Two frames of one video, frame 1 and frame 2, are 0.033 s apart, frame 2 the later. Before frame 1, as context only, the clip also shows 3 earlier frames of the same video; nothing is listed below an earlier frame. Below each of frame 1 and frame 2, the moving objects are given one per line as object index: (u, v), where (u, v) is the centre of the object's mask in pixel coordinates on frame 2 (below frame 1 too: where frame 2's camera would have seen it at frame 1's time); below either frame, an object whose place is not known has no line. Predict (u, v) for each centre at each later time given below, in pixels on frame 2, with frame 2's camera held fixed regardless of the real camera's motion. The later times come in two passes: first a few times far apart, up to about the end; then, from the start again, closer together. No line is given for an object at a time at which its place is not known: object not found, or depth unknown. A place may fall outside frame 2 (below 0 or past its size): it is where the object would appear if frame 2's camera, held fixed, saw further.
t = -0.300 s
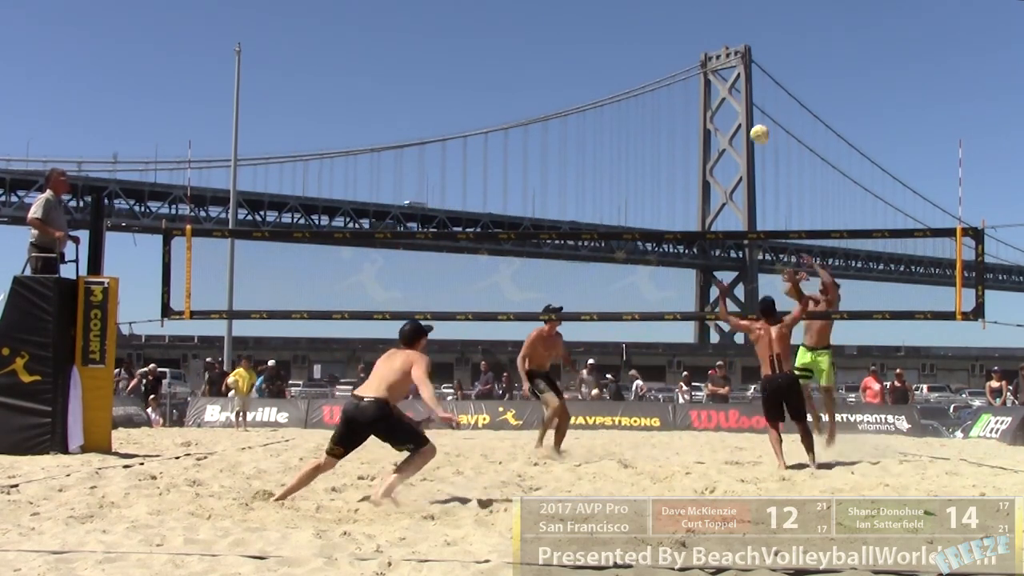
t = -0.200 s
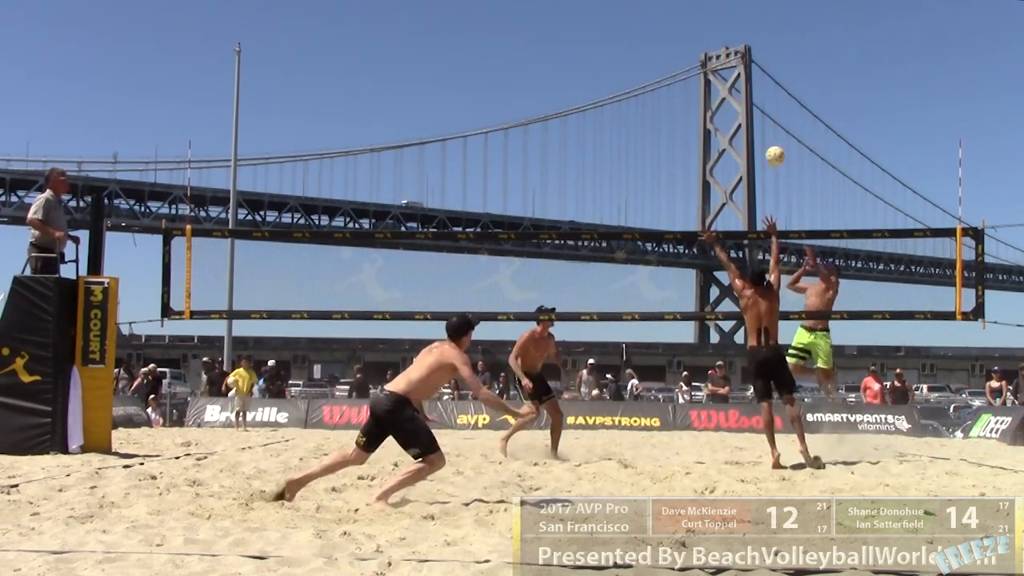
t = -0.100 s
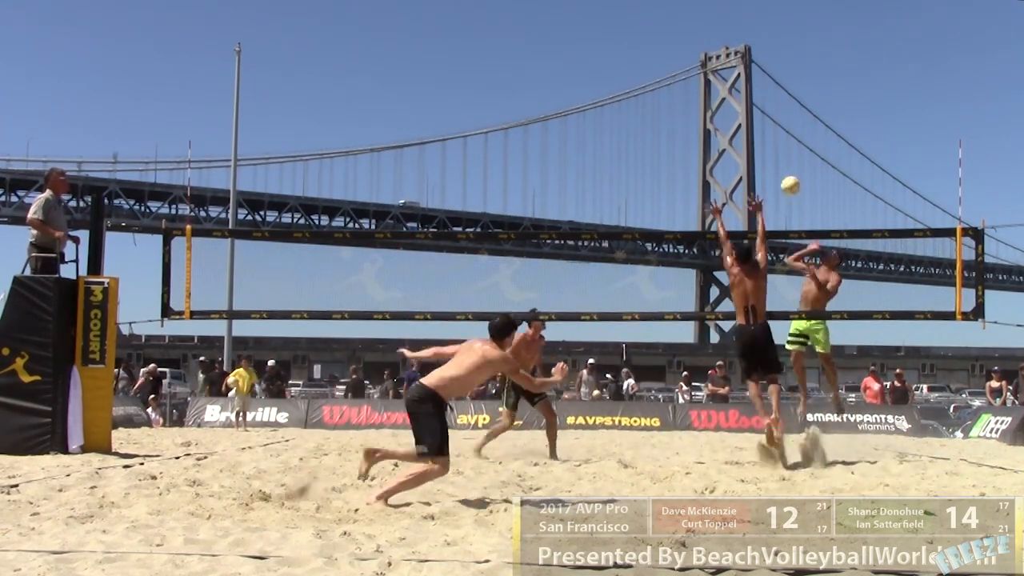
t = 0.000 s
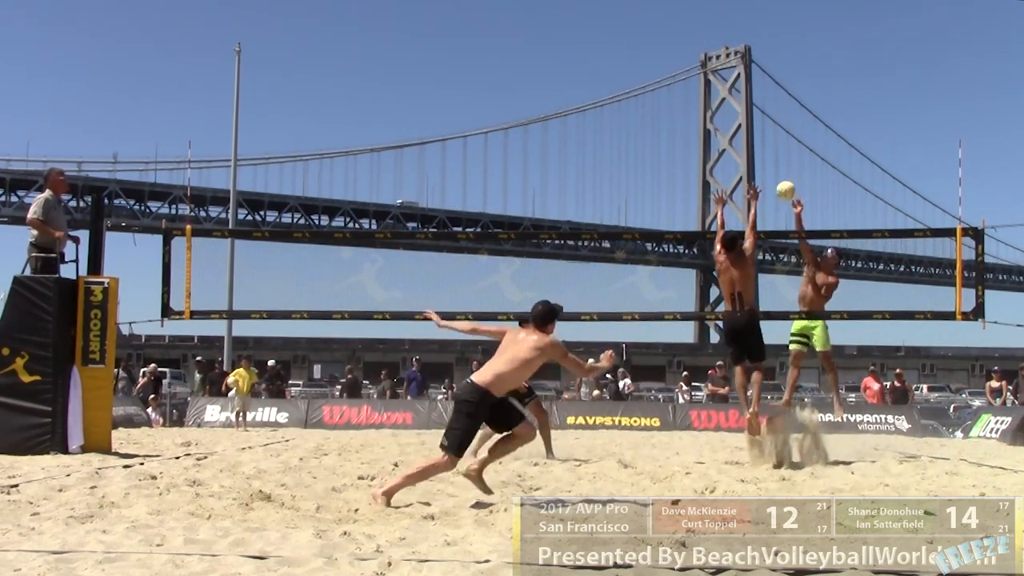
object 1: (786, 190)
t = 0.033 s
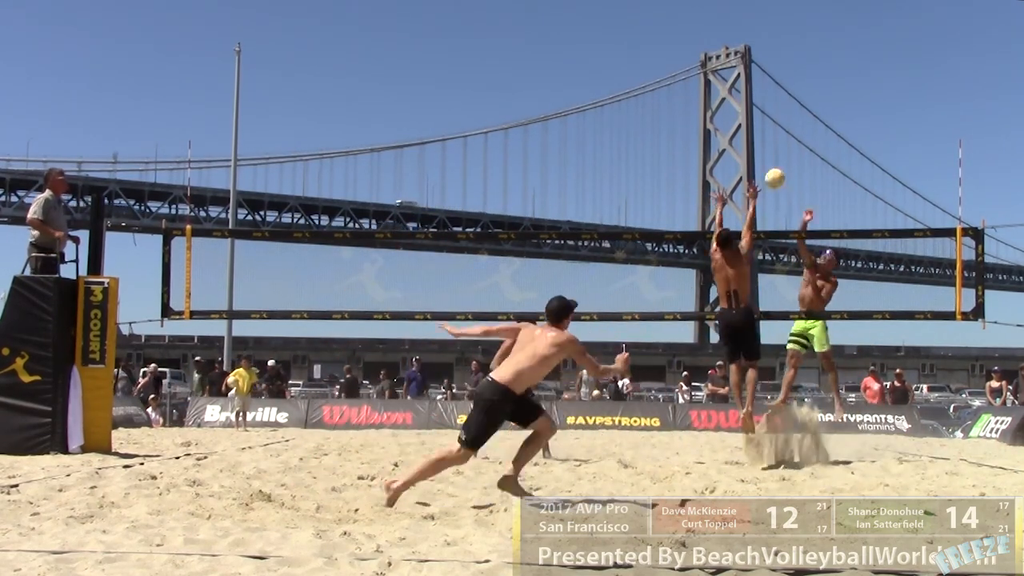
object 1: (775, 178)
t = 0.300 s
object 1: (670, 111)
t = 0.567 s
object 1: (531, 131)
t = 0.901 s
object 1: (248, 423)
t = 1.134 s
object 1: (18, 381)
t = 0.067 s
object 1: (763, 166)
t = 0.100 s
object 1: (751, 156)
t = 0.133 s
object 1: (739, 145)
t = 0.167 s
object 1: (725, 136)
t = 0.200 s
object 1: (712, 128)
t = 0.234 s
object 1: (699, 122)
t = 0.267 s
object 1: (684, 116)
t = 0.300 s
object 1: (670, 111)
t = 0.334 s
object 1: (655, 108)
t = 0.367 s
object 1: (639, 106)
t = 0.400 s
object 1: (623, 105)
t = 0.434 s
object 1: (606, 106)
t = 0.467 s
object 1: (589, 109)
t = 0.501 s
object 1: (571, 115)
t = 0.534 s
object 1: (551, 122)
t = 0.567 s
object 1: (531, 131)
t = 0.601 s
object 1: (510, 143)
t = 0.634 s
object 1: (487, 157)
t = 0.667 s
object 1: (463, 176)
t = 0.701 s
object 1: (438, 198)
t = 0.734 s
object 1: (412, 223)
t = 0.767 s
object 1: (383, 252)
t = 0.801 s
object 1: (353, 286)
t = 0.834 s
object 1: (320, 325)
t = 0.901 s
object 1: (248, 423)
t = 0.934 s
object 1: (209, 482)
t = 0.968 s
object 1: (170, 528)
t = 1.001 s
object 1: (141, 496)
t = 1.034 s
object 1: (111, 466)
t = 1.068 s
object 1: (79, 437)
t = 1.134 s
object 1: (18, 381)
